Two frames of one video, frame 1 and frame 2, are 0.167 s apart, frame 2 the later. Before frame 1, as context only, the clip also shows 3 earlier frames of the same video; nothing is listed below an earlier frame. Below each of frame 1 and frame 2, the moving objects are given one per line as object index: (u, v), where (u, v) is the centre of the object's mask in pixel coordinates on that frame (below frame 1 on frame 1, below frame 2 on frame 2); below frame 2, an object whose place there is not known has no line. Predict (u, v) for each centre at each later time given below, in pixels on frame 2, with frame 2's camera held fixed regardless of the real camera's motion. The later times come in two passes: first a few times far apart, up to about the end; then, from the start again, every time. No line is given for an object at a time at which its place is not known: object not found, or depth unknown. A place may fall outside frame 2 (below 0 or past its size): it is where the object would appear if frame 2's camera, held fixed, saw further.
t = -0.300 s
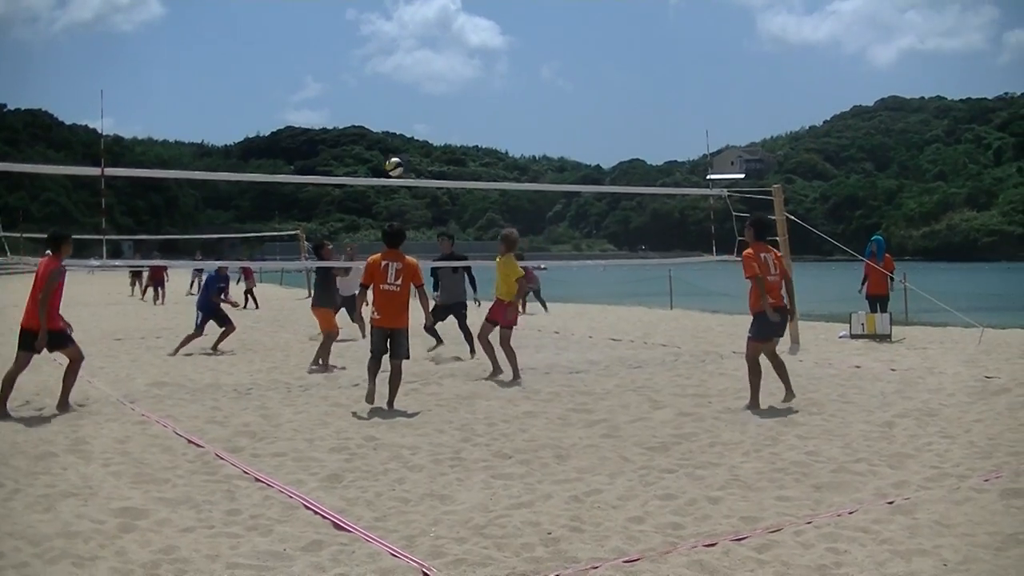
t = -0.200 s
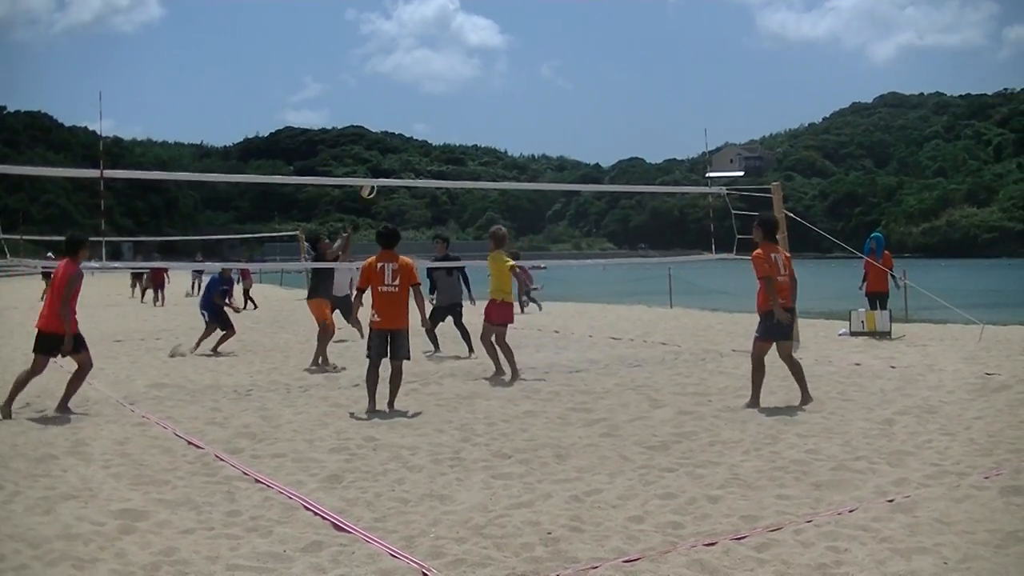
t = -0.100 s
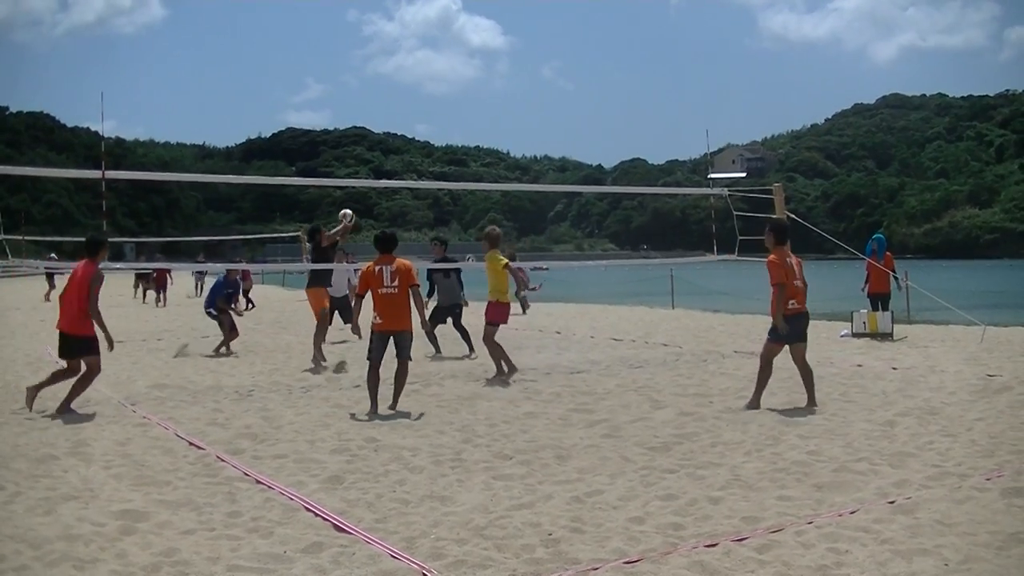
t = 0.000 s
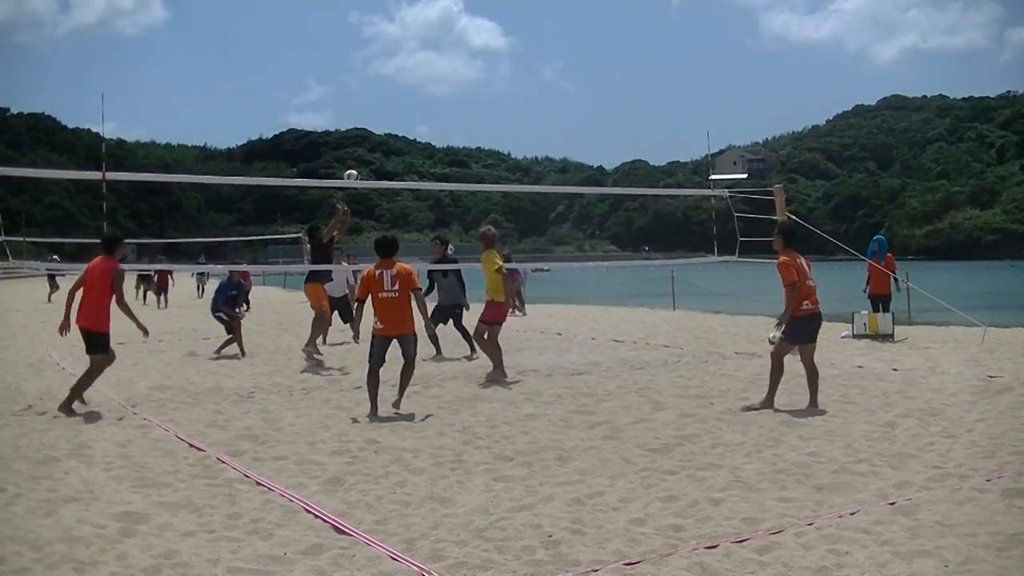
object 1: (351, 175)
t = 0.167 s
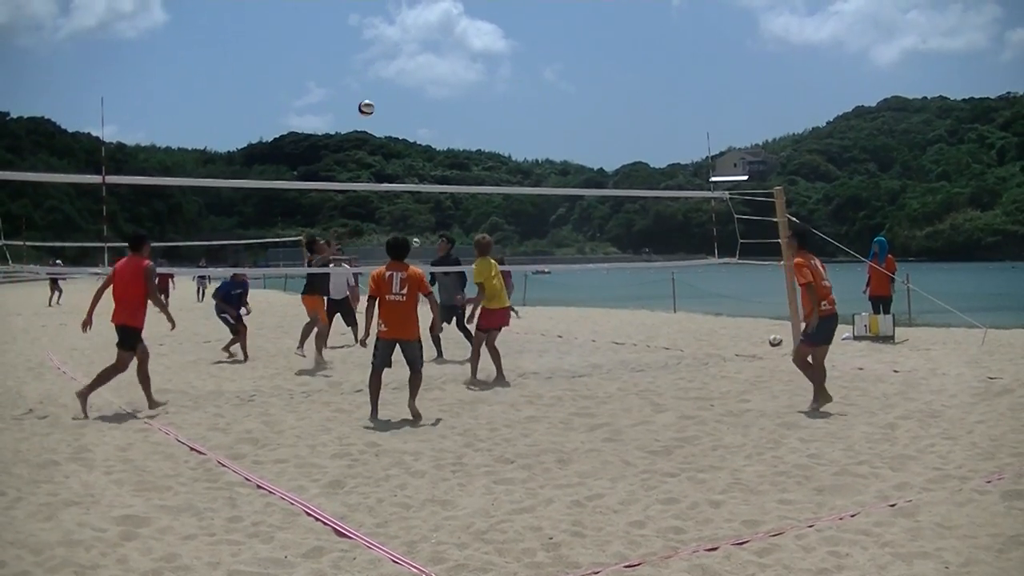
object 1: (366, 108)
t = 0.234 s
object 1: (373, 86)
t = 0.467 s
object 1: (395, 36)
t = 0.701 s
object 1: (418, 25)
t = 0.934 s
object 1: (440, 53)
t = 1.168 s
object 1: (461, 120)
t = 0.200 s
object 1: (369, 96)
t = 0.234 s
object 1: (373, 86)
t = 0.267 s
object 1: (376, 76)
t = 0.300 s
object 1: (379, 67)
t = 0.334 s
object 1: (382, 59)
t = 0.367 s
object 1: (386, 52)
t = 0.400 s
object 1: (389, 46)
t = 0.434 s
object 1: (392, 40)
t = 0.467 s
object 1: (395, 36)
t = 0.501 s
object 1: (398, 32)
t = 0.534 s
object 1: (400, 29)
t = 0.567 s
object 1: (403, 27)
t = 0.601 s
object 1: (407, 26)
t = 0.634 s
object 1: (411, 25)
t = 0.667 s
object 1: (415, 25)
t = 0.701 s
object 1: (418, 25)
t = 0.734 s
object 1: (421, 27)
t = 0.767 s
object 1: (424, 29)
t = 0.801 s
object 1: (427, 32)
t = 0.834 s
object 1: (430, 36)
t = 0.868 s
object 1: (433, 42)
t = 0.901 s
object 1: (436, 47)
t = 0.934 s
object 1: (440, 53)
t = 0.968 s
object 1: (443, 60)
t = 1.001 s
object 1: (446, 68)
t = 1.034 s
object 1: (448, 77)
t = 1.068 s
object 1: (452, 87)
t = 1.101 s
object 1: (455, 97)
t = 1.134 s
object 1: (458, 108)
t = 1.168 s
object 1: (461, 120)
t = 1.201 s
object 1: (463, 133)
